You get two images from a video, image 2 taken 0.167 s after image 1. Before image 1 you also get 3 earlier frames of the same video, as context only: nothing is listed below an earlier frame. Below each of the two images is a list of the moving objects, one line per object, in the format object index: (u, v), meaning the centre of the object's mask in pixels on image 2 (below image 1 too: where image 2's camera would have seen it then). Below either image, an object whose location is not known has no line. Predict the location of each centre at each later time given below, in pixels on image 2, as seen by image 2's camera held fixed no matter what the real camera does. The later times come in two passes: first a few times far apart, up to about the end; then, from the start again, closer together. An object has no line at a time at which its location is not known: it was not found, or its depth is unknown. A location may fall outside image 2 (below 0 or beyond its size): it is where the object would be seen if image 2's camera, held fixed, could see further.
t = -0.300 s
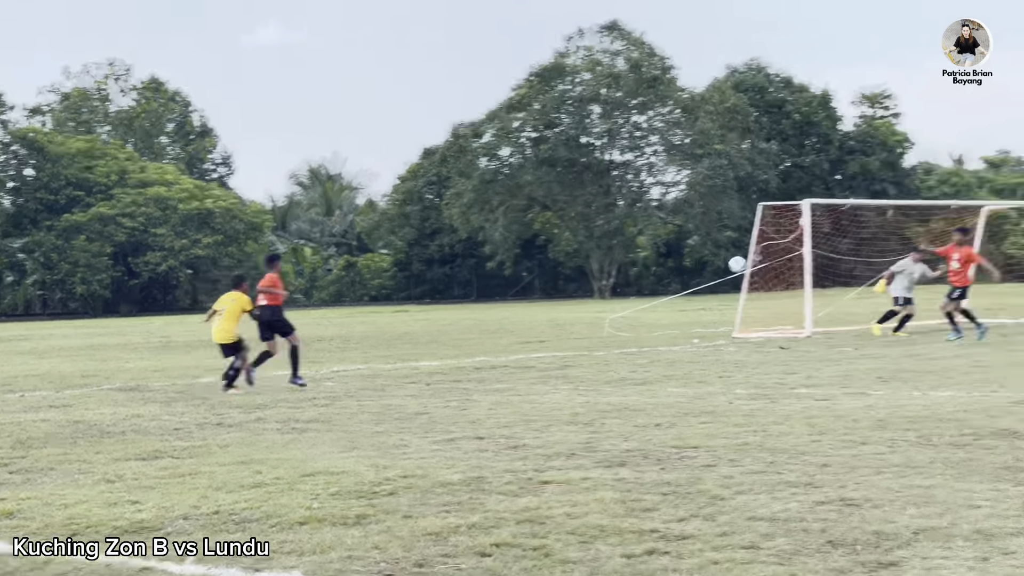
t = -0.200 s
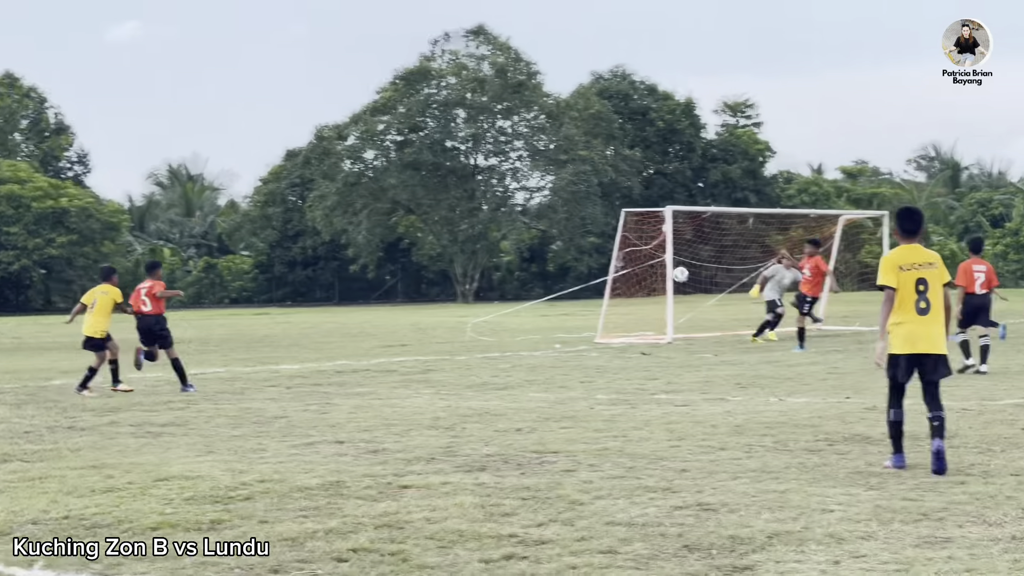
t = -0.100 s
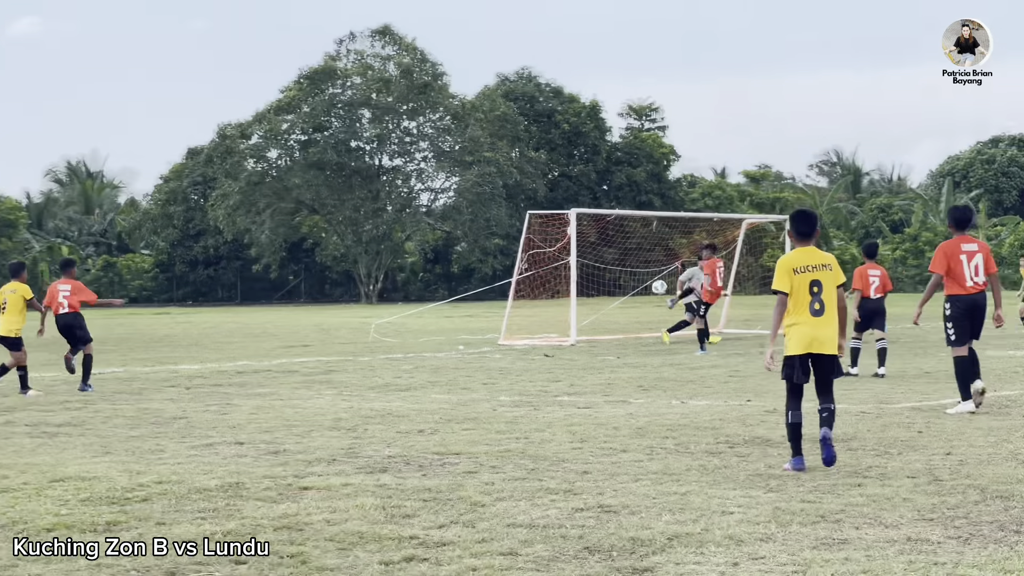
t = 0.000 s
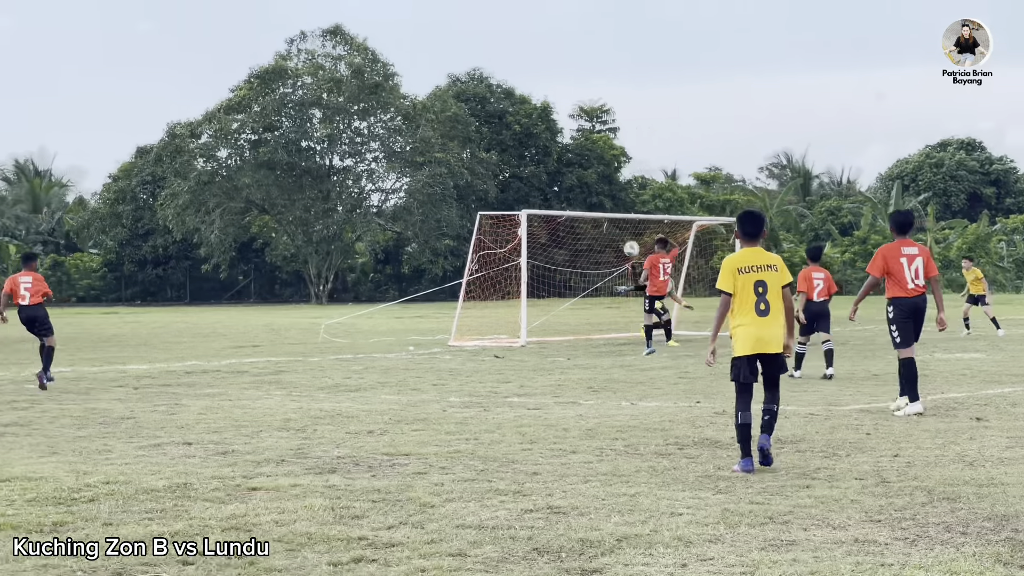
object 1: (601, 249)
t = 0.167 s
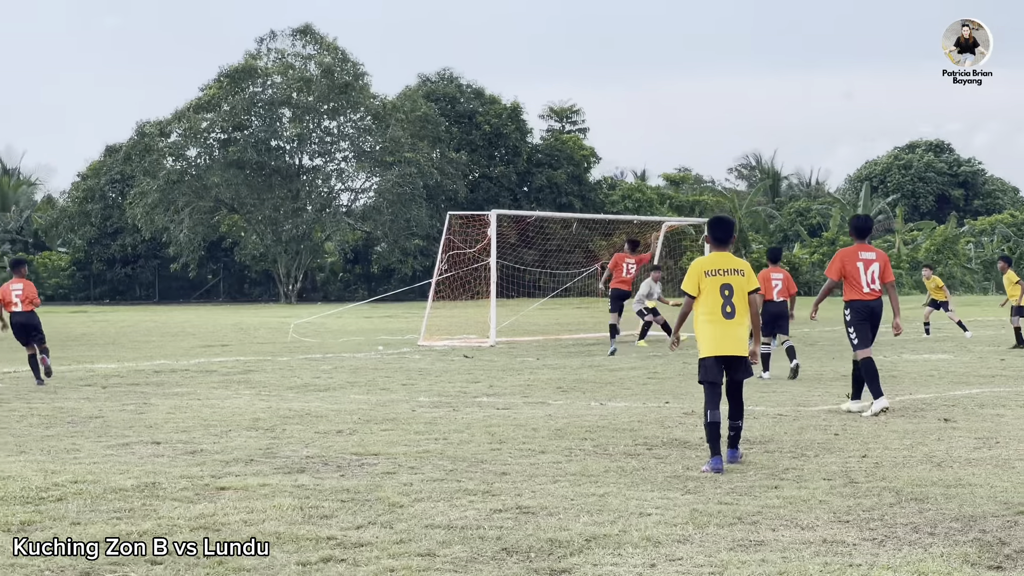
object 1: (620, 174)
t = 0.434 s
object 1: (658, 85)
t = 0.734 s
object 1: (710, 46)
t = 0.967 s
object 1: (759, 67)
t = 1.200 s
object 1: (816, 143)
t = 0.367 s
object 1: (648, 103)
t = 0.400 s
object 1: (653, 94)
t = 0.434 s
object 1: (658, 85)
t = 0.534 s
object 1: (674, 65)
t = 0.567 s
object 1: (680, 60)
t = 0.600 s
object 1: (686, 55)
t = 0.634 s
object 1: (691, 51)
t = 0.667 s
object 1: (698, 49)
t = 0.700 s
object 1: (703, 47)
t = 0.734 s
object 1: (710, 46)
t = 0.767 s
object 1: (717, 46)
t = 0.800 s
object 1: (723, 48)
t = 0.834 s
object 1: (730, 49)
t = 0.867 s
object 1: (737, 52)
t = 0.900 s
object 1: (744, 56)
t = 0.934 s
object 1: (752, 61)
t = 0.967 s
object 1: (759, 67)
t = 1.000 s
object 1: (767, 74)
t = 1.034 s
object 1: (775, 82)
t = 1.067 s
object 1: (783, 92)
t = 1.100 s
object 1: (791, 103)
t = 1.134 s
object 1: (799, 115)
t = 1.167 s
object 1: (808, 128)
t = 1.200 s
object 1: (816, 143)
